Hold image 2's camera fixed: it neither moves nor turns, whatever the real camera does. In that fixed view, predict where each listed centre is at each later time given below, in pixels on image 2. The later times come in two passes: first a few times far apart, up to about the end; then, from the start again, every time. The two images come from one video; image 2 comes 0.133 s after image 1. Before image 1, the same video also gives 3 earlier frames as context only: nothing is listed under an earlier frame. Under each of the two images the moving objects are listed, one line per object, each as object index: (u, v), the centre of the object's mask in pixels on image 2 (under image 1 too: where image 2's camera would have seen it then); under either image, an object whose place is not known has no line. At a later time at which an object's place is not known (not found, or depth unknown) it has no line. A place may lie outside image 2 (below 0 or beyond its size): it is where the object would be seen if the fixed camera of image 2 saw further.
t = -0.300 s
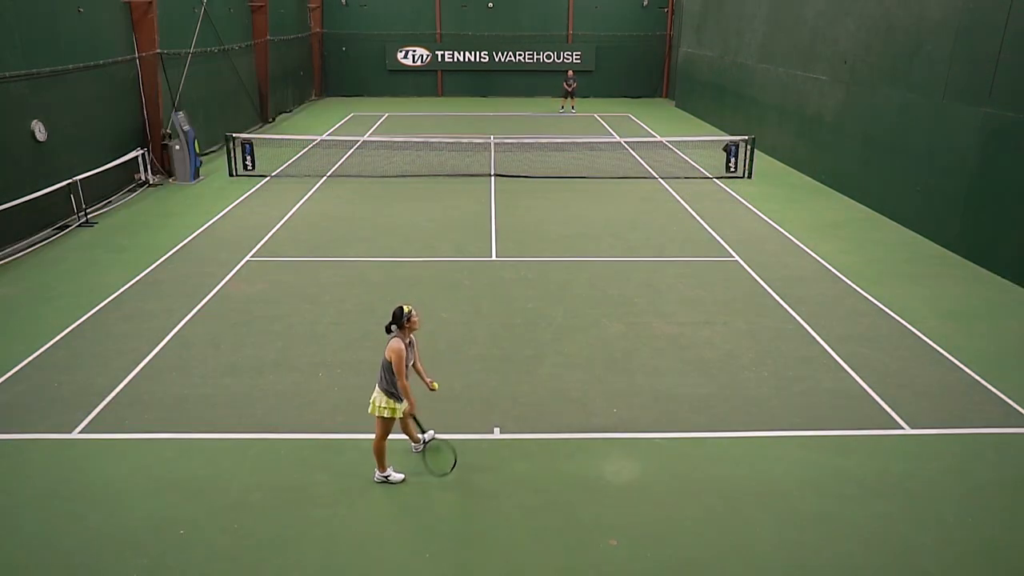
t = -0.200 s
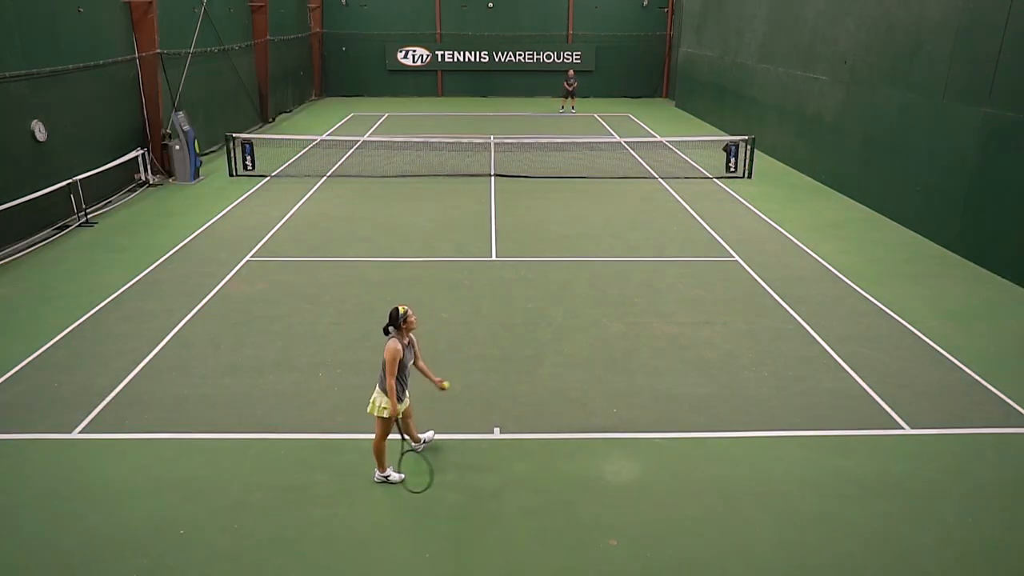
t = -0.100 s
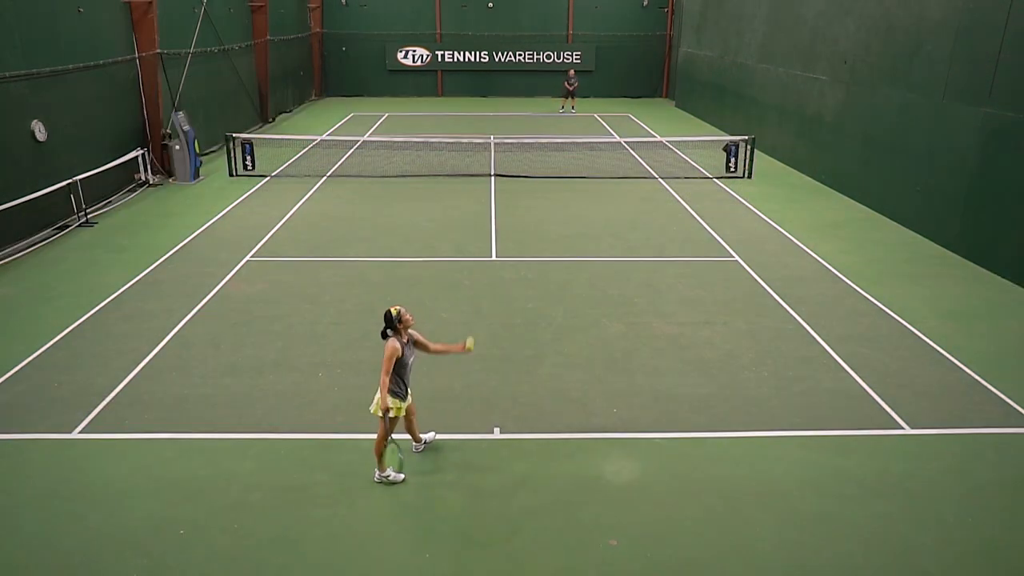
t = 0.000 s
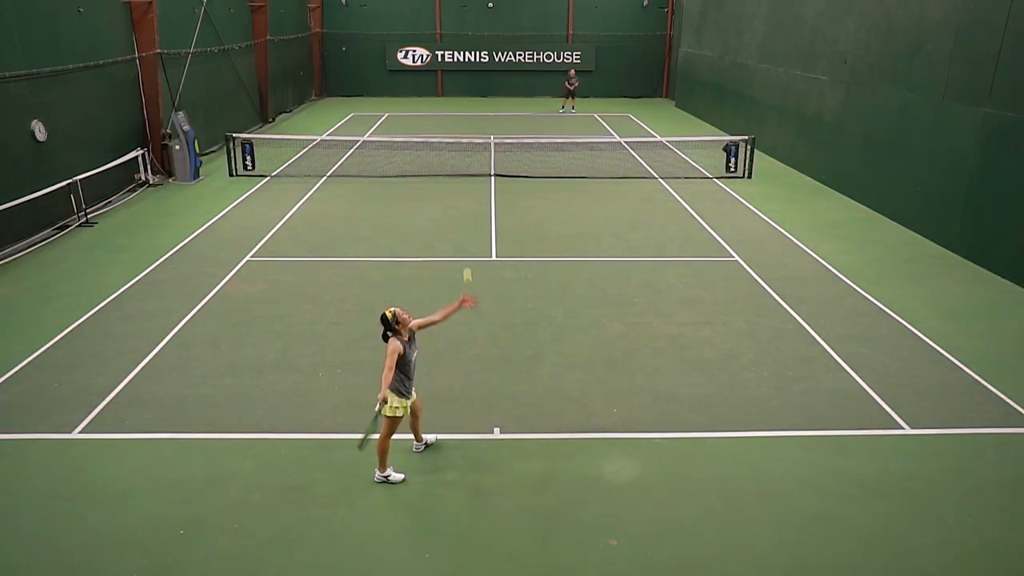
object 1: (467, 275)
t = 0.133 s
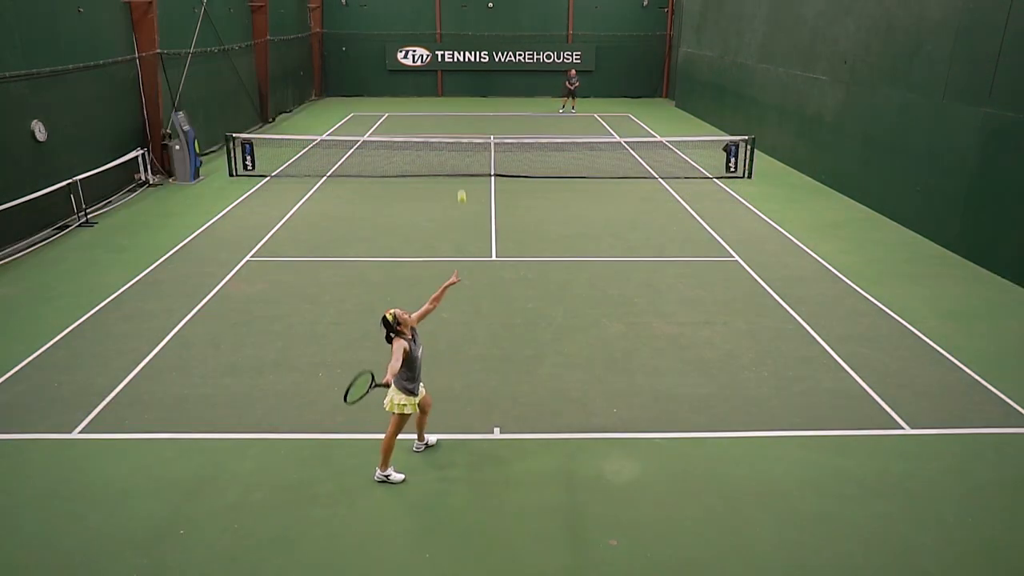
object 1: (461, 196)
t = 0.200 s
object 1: (459, 163)
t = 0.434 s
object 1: (449, 89)
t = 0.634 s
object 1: (443, 78)
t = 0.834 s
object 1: (437, 114)
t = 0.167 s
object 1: (460, 179)
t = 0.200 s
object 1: (459, 163)
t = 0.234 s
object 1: (457, 148)
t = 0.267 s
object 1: (456, 134)
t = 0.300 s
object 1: (455, 123)
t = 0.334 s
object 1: (453, 113)
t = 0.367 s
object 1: (452, 103)
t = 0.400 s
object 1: (451, 95)
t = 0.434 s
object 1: (449, 89)
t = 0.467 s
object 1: (448, 83)
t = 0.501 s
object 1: (447, 80)
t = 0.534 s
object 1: (446, 77)
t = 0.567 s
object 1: (445, 76)
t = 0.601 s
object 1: (443, 76)
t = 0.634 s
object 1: (443, 78)
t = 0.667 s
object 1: (441, 81)
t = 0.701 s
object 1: (440, 85)
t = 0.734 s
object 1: (439, 90)
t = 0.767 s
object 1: (439, 97)
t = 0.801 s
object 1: (438, 105)
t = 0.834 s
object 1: (437, 114)
